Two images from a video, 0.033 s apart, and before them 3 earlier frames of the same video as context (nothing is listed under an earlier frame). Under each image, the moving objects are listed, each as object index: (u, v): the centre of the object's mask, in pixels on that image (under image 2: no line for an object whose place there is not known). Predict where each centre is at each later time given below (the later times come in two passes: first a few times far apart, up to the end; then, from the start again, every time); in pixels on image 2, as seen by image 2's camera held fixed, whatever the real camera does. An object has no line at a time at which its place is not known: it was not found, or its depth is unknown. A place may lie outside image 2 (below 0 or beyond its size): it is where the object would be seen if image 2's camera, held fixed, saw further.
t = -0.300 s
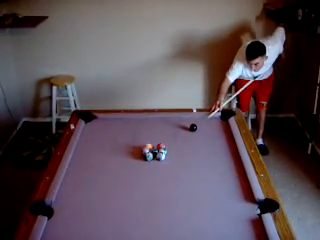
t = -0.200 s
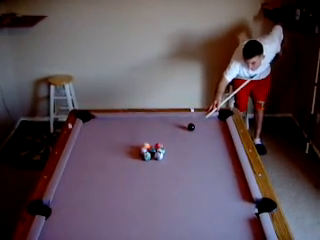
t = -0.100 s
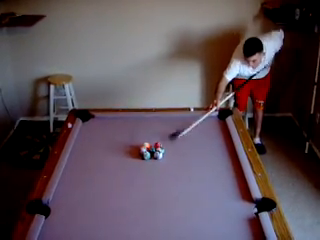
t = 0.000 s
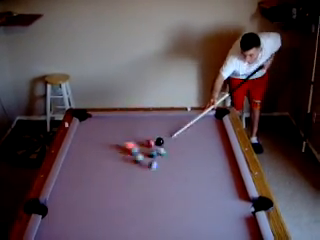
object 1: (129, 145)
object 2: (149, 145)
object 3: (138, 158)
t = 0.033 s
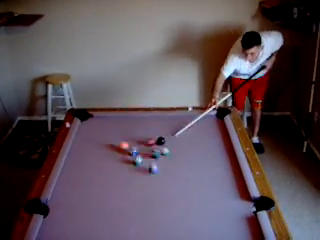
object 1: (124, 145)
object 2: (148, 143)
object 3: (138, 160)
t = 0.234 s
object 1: (86, 145)
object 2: (148, 136)
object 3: (123, 171)
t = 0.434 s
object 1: (87, 145)
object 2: (146, 130)
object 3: (108, 182)
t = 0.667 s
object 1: (110, 144)
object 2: (144, 123)
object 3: (90, 196)
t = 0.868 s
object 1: (129, 143)
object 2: (142, 120)
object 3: (73, 208)
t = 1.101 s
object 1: (150, 143)
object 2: (141, 117)
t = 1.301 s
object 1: (167, 142)
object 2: (142, 119)
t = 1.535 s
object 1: (186, 141)
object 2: (143, 122)
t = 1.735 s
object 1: (201, 140)
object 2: (144, 123)
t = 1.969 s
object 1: (218, 139)
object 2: (145, 125)
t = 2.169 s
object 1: (225, 141)
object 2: (145, 127)
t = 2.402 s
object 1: (226, 143)
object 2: (145, 128)
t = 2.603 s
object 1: (224, 145)
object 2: (145, 128)
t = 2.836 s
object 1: (222, 147)
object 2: (145, 129)
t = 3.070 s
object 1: (221, 148)
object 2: (145, 129)
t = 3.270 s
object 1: (220, 149)
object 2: (146, 129)
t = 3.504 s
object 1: (220, 150)
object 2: (146, 128)
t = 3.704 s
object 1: (220, 151)
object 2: (146, 129)
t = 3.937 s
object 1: (220, 150)
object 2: (145, 128)
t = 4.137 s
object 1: (219, 150)
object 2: (145, 128)
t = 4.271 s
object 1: (219, 150)
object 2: (145, 129)
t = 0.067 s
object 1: (117, 145)
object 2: (148, 141)
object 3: (135, 161)
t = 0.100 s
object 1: (110, 145)
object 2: (150, 139)
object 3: (133, 163)
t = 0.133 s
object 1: (104, 145)
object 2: (150, 139)
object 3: (130, 165)
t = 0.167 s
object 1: (98, 145)
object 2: (149, 137)
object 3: (128, 167)
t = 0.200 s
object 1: (93, 145)
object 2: (149, 136)
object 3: (125, 169)
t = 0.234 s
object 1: (86, 145)
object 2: (148, 136)
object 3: (123, 171)
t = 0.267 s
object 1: (81, 145)
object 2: (148, 134)
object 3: (120, 173)
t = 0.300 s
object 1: (75, 145)
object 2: (147, 133)
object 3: (118, 175)
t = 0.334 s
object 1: (77, 145)
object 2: (147, 132)
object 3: (115, 176)
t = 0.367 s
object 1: (81, 145)
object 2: (147, 132)
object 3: (113, 178)
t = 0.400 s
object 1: (84, 145)
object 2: (146, 130)
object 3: (110, 180)
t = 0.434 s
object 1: (87, 145)
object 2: (146, 130)
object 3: (108, 182)
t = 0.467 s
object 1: (90, 145)
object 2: (146, 129)
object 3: (106, 184)
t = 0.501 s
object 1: (94, 145)
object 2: (146, 128)
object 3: (103, 186)
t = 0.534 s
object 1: (98, 145)
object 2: (145, 127)
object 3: (101, 188)
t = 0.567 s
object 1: (102, 144)
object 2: (144, 126)
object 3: (98, 190)
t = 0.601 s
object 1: (104, 144)
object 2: (144, 125)
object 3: (95, 192)
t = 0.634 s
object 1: (107, 144)
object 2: (144, 124)
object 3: (92, 194)
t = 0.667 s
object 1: (110, 144)
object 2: (144, 123)
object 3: (90, 196)
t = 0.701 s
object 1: (113, 143)
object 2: (143, 123)
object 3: (87, 198)
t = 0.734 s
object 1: (116, 144)
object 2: (143, 122)
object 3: (84, 200)
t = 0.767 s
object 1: (120, 144)
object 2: (143, 121)
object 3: (82, 202)
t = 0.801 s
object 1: (122, 144)
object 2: (143, 121)
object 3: (78, 204)
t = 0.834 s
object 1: (126, 144)
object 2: (142, 120)
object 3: (76, 206)
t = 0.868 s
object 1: (129, 143)
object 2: (142, 120)
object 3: (73, 208)
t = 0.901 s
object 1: (132, 143)
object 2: (142, 119)
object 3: (70, 210)
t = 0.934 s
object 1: (135, 143)
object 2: (142, 118)
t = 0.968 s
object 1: (137, 143)
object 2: (142, 117)
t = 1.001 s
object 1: (140, 142)
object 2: (141, 117)
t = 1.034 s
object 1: (144, 142)
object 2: (141, 117)
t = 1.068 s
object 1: (147, 142)
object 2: (141, 117)
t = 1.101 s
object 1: (150, 143)
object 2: (141, 117)
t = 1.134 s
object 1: (152, 143)
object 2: (142, 118)
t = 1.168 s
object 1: (155, 142)
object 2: (141, 117)
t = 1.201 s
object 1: (158, 142)
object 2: (141, 118)
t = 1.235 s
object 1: (161, 142)
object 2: (140, 118)
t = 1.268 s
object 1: (163, 142)
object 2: (140, 118)
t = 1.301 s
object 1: (167, 142)
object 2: (142, 119)
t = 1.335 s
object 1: (169, 141)
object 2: (143, 120)
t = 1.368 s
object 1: (173, 141)
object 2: (143, 120)
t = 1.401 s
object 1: (175, 141)
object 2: (142, 120)
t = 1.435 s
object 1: (177, 141)
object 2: (143, 121)
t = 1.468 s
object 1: (180, 141)
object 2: (143, 121)
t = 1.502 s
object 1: (183, 141)
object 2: (143, 121)
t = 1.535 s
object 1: (186, 141)
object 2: (143, 122)
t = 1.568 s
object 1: (188, 140)
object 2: (143, 122)
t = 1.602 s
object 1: (191, 140)
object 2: (143, 122)
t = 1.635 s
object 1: (193, 140)
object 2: (143, 122)
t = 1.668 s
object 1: (196, 140)
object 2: (143, 123)
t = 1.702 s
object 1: (198, 140)
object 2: (144, 123)
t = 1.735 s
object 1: (201, 140)
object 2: (144, 123)
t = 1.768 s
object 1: (203, 140)
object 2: (144, 123)
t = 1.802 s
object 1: (206, 139)
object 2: (144, 124)
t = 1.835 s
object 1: (208, 139)
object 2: (144, 124)
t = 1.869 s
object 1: (210, 139)
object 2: (144, 124)
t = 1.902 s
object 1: (213, 139)
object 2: (144, 124)
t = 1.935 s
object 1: (215, 139)
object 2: (144, 125)
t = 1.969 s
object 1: (218, 139)
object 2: (145, 125)
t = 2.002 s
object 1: (219, 138)
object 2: (145, 126)
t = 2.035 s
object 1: (221, 139)
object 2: (145, 126)
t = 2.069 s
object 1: (221, 140)
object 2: (145, 126)
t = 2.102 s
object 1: (222, 140)
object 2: (145, 126)
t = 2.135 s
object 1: (224, 141)
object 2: (145, 126)
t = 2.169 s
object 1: (225, 141)
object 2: (145, 127)
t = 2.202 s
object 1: (225, 141)
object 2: (145, 127)
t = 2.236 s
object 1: (226, 141)
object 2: (145, 127)
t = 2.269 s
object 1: (227, 142)
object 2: (145, 127)
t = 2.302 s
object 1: (227, 142)
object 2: (145, 127)
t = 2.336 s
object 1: (226, 142)
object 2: (145, 127)
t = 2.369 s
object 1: (226, 143)
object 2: (145, 128)
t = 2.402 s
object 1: (226, 143)
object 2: (145, 128)
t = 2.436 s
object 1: (226, 144)
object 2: (145, 128)
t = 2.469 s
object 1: (225, 144)
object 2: (145, 128)
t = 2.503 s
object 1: (225, 144)
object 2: (145, 128)
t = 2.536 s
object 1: (225, 145)
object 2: (145, 128)
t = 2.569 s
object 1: (224, 145)
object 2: (145, 128)
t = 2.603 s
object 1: (224, 145)
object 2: (145, 128)
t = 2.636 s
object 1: (223, 145)
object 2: (145, 128)
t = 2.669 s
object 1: (223, 146)
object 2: (146, 128)
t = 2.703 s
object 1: (223, 146)
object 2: (145, 128)
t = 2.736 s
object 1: (223, 146)
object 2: (145, 129)
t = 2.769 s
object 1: (223, 146)
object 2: (145, 129)
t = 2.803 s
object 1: (222, 147)
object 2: (145, 129)
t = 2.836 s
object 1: (222, 147)
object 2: (145, 129)
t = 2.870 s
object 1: (222, 147)
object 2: (145, 129)
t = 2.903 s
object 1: (222, 148)
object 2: (145, 129)
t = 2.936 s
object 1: (222, 148)
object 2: (145, 129)
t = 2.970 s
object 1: (222, 148)
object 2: (145, 129)
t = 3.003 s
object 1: (221, 148)
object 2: (146, 129)
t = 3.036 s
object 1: (221, 148)
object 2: (145, 129)
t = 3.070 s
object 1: (221, 148)
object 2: (145, 129)
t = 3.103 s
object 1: (221, 148)
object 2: (146, 129)
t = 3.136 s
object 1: (221, 149)
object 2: (146, 129)
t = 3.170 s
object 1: (221, 149)
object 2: (145, 128)
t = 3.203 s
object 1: (221, 149)
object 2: (145, 129)
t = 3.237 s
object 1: (221, 149)
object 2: (145, 129)
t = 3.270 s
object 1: (220, 149)
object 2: (146, 129)
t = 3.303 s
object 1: (220, 150)
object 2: (146, 128)
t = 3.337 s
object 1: (220, 150)
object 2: (146, 128)
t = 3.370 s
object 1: (220, 150)
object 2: (145, 128)
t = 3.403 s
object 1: (220, 150)
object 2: (145, 129)
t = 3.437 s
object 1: (220, 150)
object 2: (146, 128)
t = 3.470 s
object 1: (220, 150)
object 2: (146, 128)
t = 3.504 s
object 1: (220, 150)
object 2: (146, 128)
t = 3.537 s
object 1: (220, 150)
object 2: (146, 128)
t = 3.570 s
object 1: (220, 150)
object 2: (146, 128)
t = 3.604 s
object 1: (220, 150)
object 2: (146, 129)
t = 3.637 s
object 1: (220, 150)
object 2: (146, 128)
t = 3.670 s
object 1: (220, 151)
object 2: (146, 128)
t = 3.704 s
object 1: (220, 151)
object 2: (146, 129)
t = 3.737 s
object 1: (220, 151)
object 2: (146, 128)
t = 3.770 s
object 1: (220, 151)
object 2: (145, 128)
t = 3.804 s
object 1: (220, 150)
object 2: (145, 128)
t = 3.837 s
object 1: (220, 150)
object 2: (145, 128)
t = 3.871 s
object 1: (220, 150)
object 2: (145, 128)
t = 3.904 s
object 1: (220, 150)
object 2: (145, 128)
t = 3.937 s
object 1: (220, 150)
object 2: (145, 128)
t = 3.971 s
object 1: (220, 151)
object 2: (146, 128)
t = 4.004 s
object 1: (220, 150)
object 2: (146, 128)
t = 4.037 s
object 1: (220, 150)
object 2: (145, 128)
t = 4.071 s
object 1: (220, 150)
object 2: (145, 128)
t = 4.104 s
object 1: (220, 150)
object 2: (145, 128)
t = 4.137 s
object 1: (219, 150)
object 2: (145, 128)
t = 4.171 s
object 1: (220, 150)
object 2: (146, 128)
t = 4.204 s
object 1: (220, 150)
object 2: (146, 128)
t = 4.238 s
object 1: (219, 150)
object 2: (146, 128)
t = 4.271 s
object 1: (219, 150)
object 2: (145, 129)
